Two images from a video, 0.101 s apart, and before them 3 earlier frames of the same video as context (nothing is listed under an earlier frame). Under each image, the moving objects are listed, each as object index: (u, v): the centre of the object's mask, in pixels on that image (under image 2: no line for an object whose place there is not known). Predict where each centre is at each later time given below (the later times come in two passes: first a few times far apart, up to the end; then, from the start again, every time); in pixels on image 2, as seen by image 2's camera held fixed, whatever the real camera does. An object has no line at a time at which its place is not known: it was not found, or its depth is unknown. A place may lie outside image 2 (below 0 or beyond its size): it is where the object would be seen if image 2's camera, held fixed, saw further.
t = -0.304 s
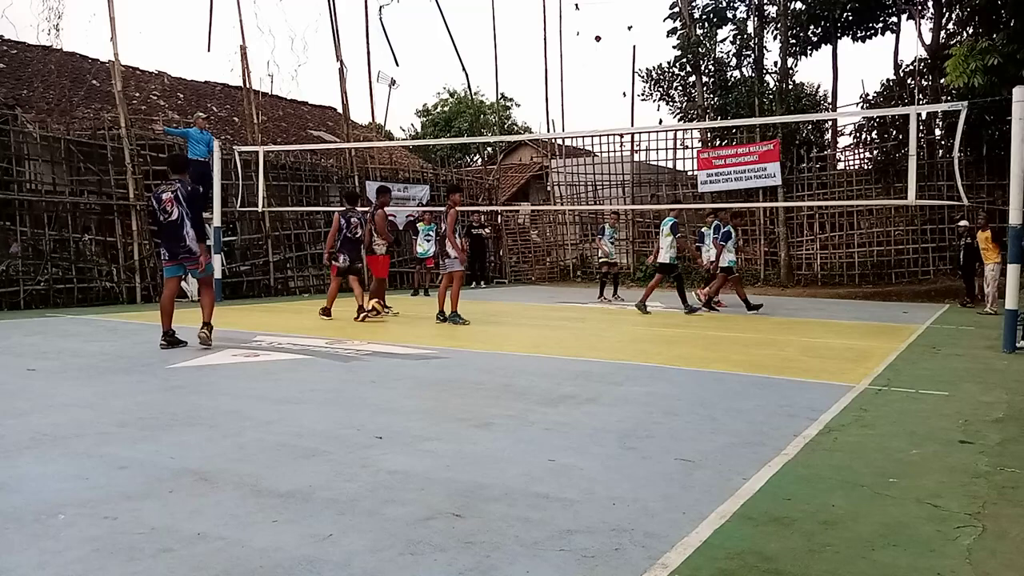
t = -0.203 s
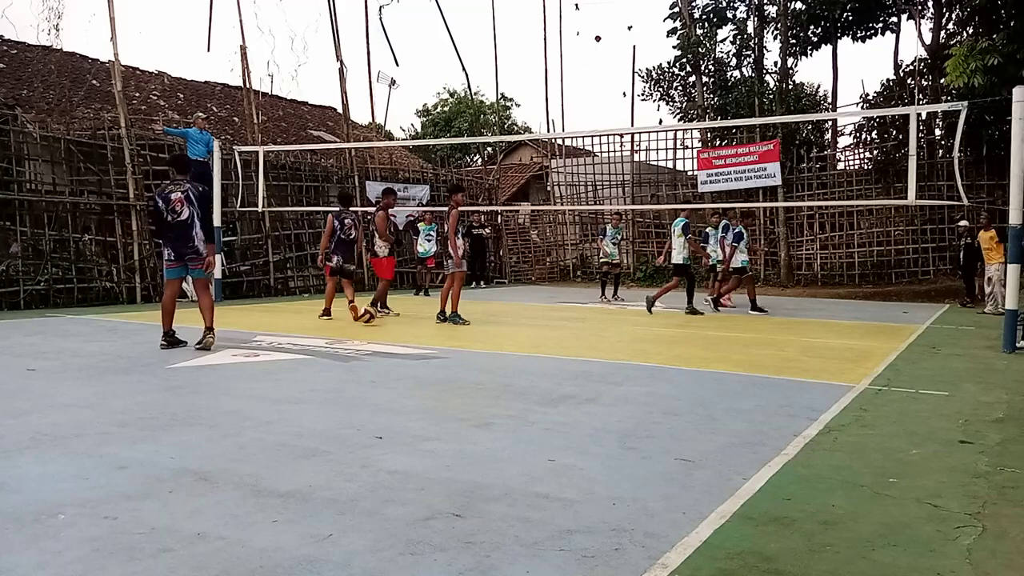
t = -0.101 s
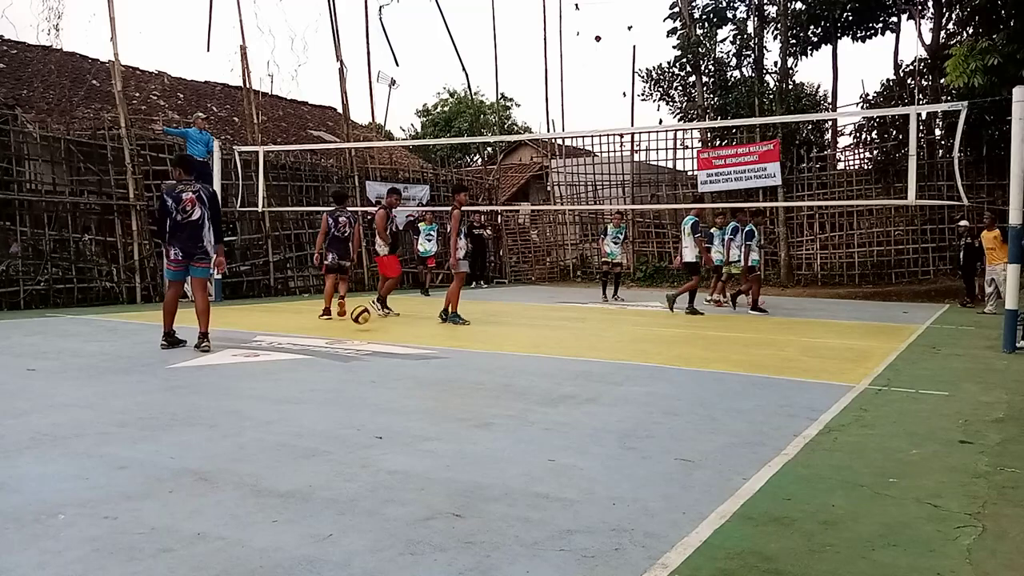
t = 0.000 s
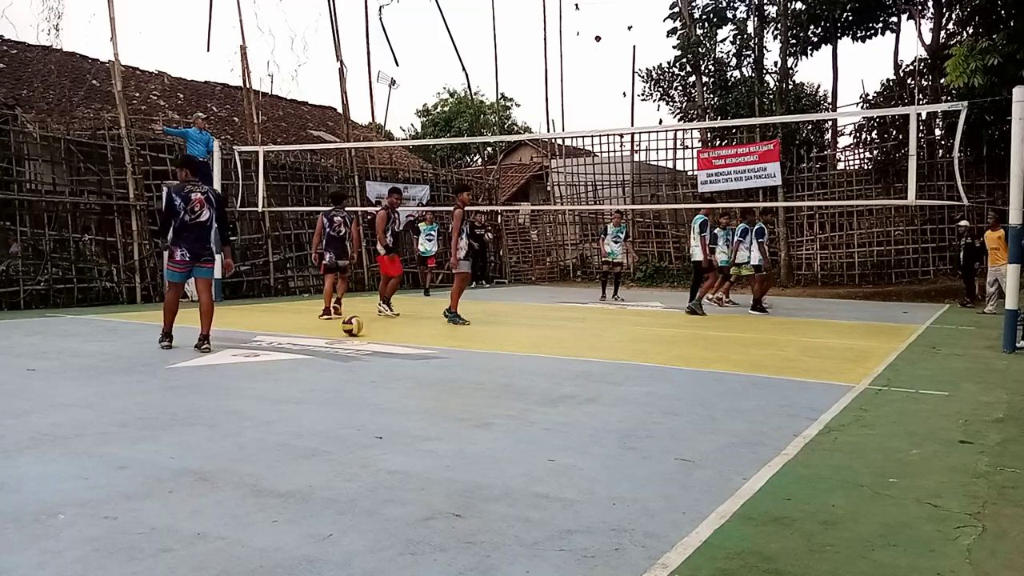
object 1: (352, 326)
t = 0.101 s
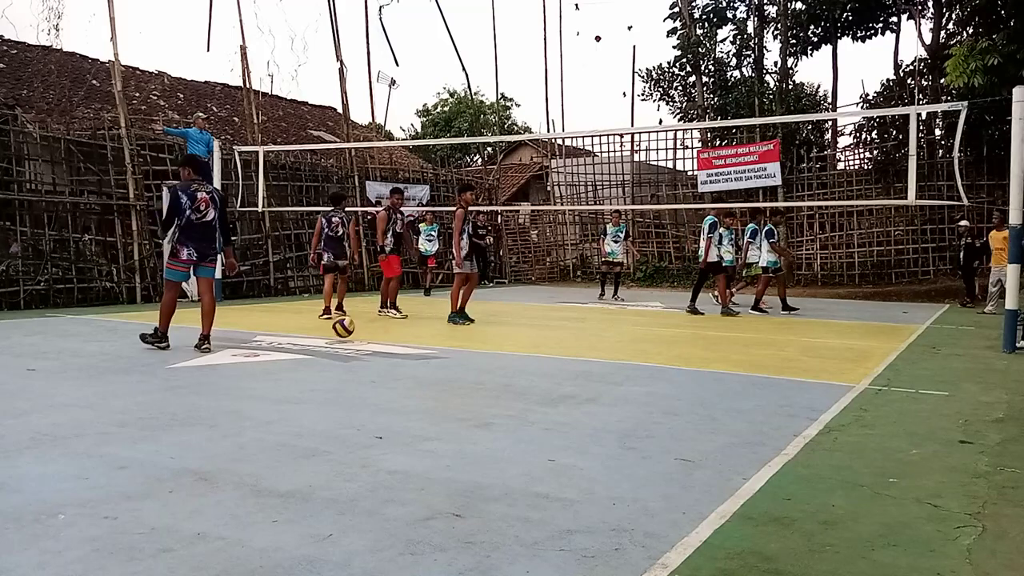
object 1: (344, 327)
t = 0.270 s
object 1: (325, 338)
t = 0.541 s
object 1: (282, 361)
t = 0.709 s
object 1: (244, 378)
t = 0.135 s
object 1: (340, 329)
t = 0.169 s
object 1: (336, 333)
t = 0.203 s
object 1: (332, 336)
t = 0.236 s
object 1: (329, 336)
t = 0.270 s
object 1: (325, 338)
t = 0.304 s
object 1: (320, 340)
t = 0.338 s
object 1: (315, 345)
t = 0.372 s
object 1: (311, 347)
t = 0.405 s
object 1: (305, 348)
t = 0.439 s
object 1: (300, 351)
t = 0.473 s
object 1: (294, 356)
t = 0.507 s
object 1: (288, 359)
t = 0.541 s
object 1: (282, 361)
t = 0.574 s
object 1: (275, 363)
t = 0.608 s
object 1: (268, 368)
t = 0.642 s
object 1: (261, 375)
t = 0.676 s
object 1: (253, 376)
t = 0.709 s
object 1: (244, 378)
